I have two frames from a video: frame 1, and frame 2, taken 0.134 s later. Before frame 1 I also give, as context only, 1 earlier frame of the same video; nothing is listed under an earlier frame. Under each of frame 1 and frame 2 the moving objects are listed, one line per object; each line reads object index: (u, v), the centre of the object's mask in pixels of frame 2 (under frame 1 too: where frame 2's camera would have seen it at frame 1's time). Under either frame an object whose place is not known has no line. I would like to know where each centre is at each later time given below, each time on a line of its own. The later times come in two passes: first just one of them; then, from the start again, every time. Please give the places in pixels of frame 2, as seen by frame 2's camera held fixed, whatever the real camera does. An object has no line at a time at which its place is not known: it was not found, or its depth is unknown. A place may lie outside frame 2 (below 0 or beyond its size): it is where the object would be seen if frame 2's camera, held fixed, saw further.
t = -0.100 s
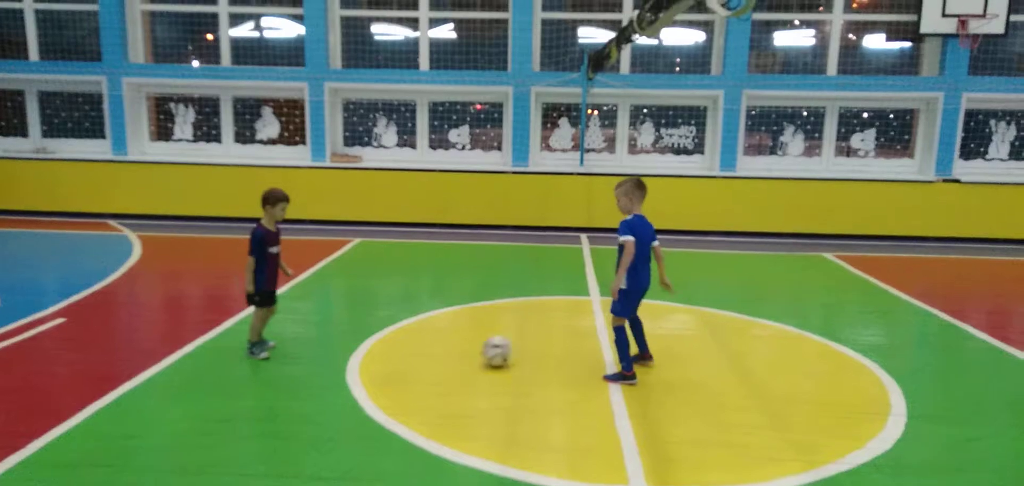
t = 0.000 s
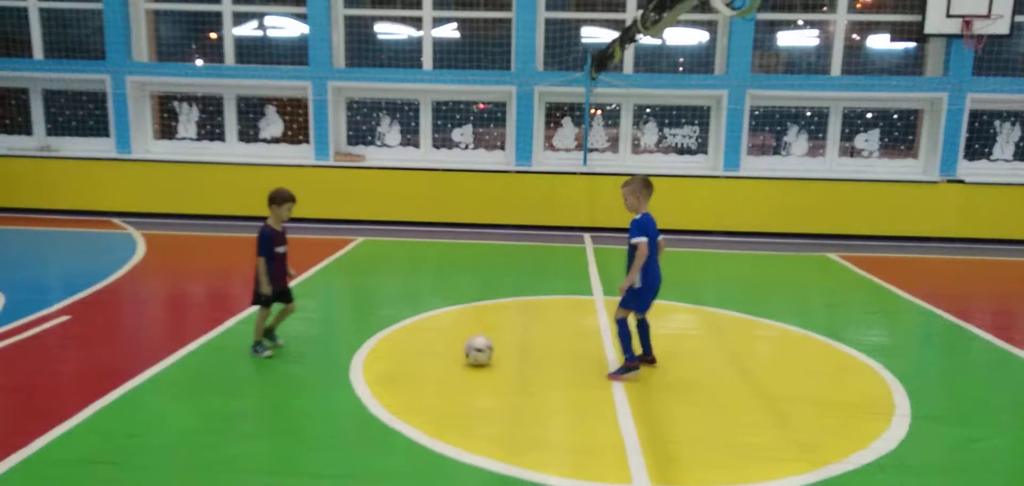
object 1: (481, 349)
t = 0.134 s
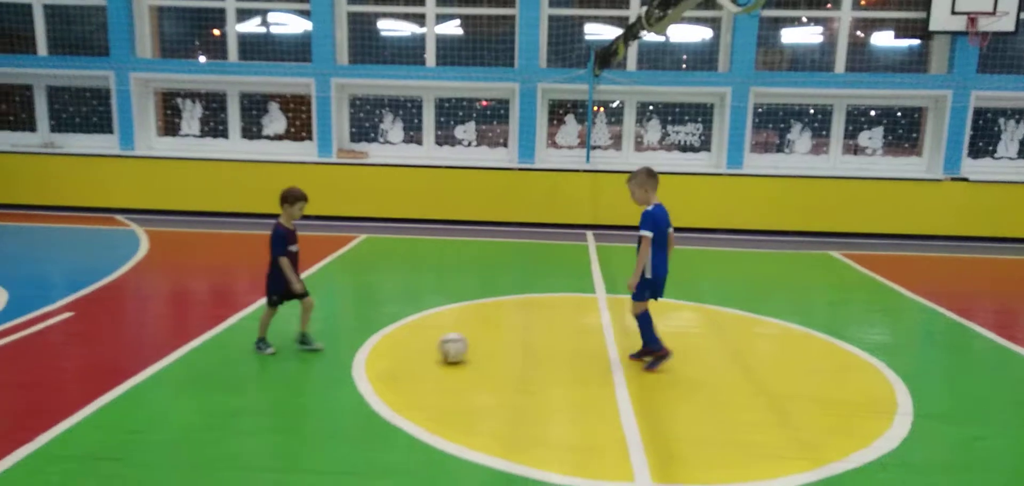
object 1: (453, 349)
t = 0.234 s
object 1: (432, 349)
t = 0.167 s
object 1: (446, 348)
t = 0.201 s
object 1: (439, 349)
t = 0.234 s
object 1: (432, 349)
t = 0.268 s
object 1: (424, 349)
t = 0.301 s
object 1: (418, 349)
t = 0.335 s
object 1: (411, 349)
